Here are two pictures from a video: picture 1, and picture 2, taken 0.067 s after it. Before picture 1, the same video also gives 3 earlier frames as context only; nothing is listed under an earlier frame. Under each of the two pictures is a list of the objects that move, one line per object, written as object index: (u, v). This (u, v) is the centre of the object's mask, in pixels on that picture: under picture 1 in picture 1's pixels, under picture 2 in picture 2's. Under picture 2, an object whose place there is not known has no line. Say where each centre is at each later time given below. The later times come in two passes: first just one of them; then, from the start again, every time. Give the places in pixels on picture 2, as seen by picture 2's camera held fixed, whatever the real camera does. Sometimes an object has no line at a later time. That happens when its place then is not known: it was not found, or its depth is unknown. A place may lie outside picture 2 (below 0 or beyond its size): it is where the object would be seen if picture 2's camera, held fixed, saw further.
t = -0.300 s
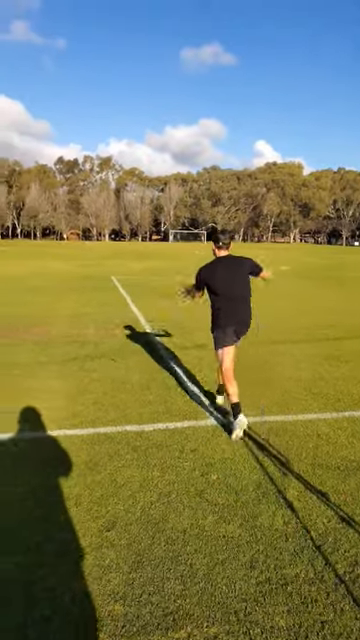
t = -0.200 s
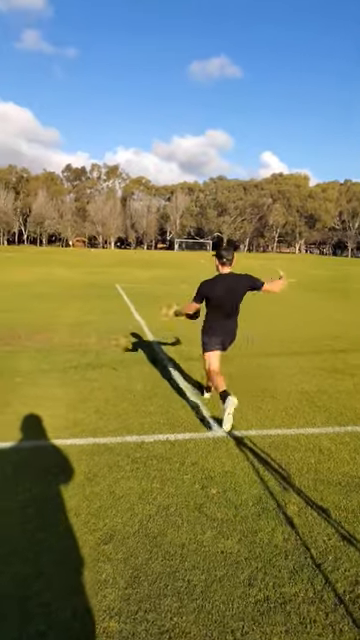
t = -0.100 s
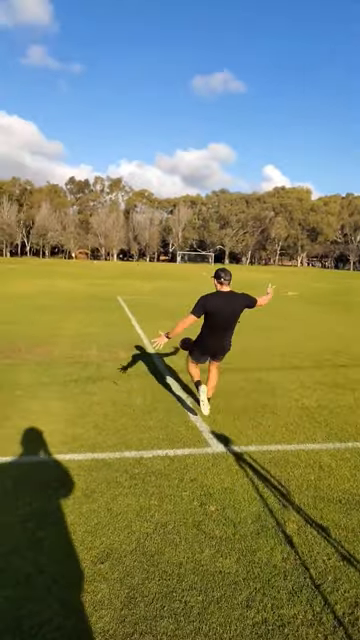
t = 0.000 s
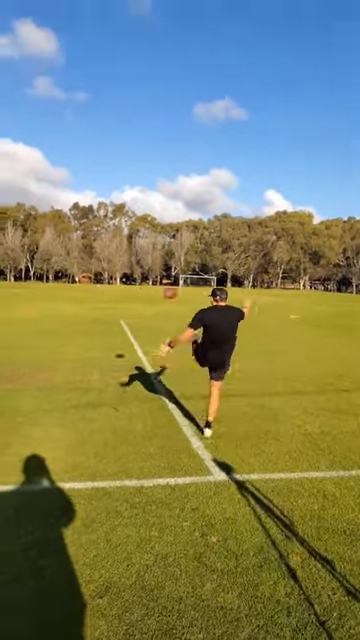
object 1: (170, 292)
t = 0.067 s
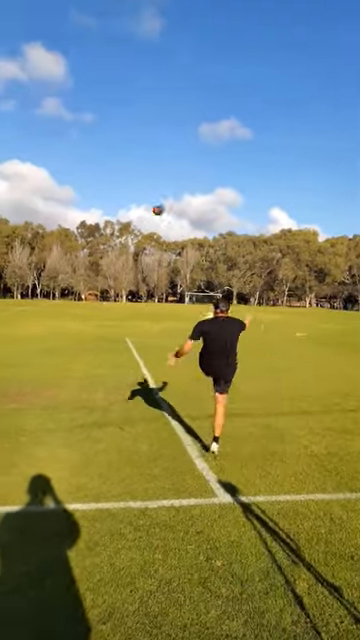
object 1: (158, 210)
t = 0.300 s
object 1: (128, 32)
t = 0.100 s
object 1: (150, 171)
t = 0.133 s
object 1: (145, 137)
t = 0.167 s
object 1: (140, 110)
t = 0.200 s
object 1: (136, 87)
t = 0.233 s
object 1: (133, 66)
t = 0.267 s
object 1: (130, 48)
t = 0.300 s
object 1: (128, 32)
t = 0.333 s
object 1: (127, 19)
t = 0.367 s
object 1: (126, 7)
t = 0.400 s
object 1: (125, -1)
